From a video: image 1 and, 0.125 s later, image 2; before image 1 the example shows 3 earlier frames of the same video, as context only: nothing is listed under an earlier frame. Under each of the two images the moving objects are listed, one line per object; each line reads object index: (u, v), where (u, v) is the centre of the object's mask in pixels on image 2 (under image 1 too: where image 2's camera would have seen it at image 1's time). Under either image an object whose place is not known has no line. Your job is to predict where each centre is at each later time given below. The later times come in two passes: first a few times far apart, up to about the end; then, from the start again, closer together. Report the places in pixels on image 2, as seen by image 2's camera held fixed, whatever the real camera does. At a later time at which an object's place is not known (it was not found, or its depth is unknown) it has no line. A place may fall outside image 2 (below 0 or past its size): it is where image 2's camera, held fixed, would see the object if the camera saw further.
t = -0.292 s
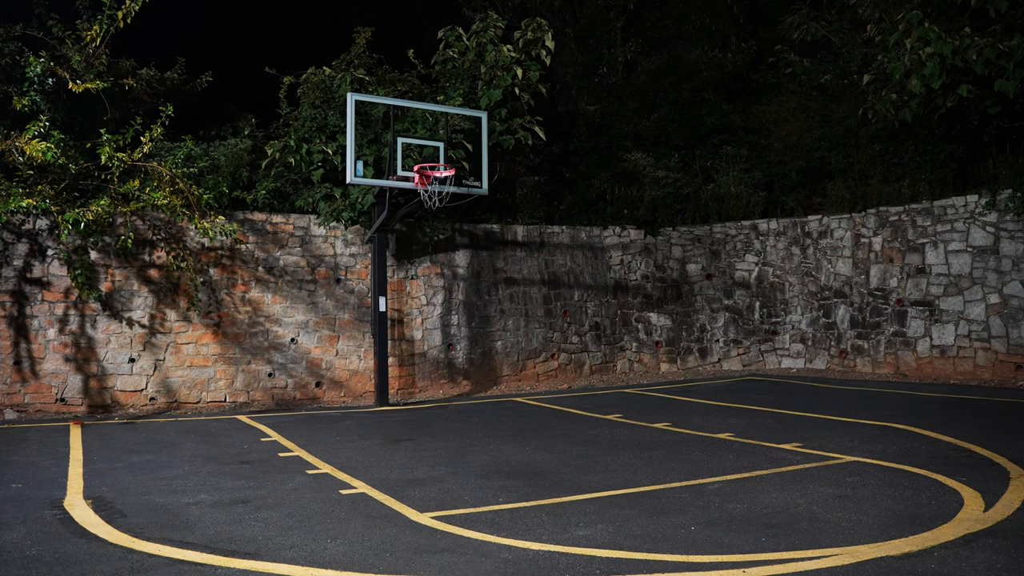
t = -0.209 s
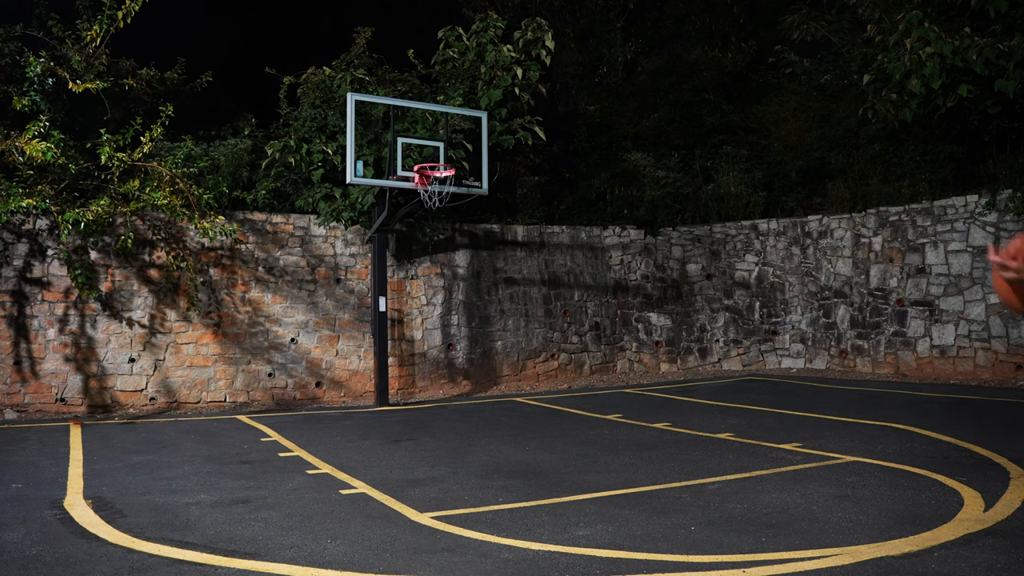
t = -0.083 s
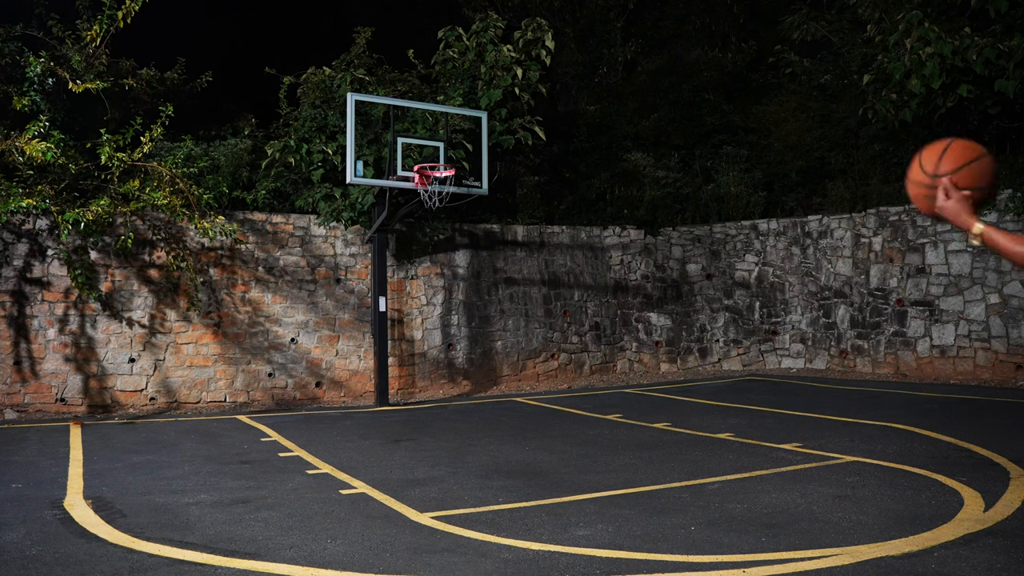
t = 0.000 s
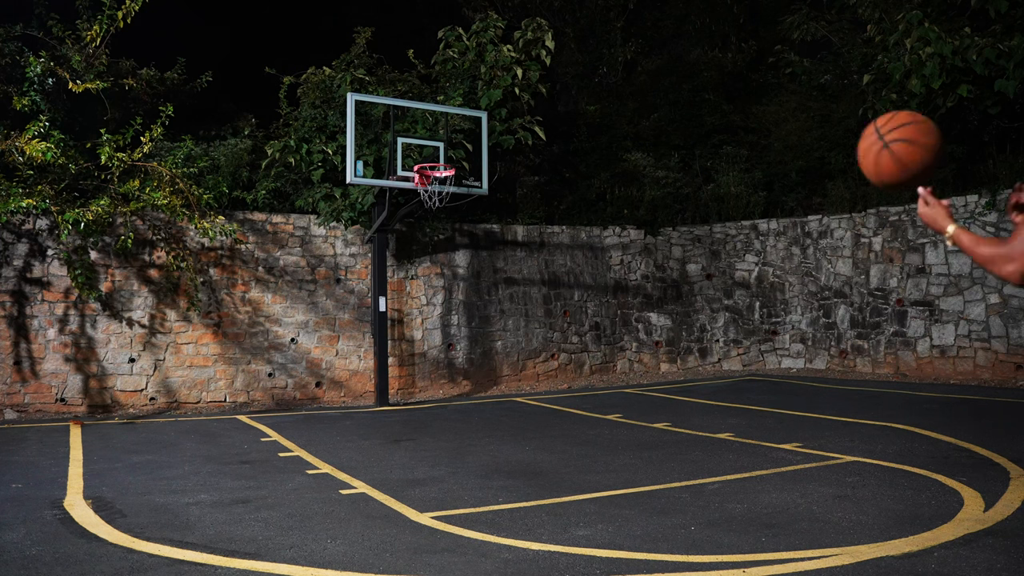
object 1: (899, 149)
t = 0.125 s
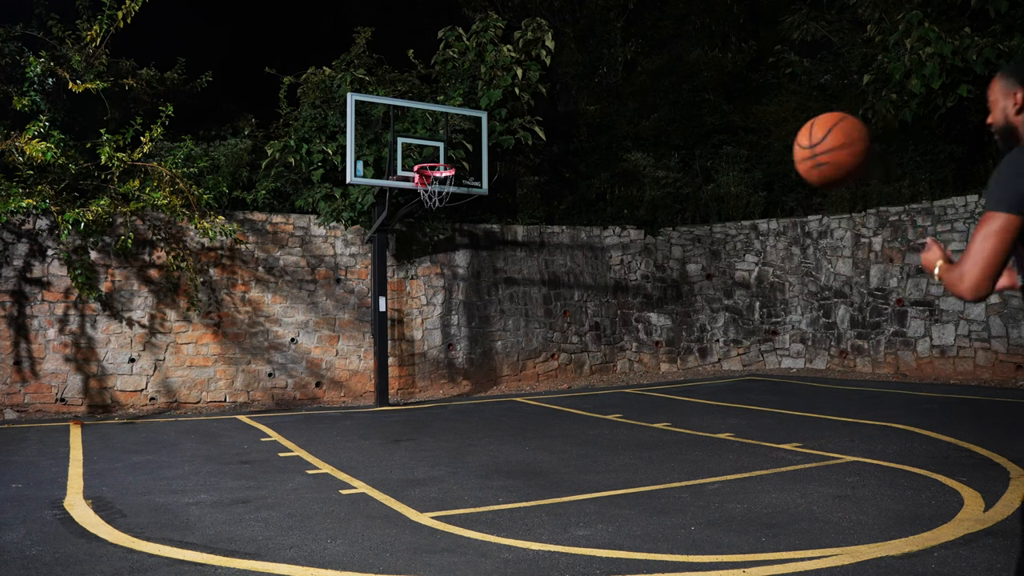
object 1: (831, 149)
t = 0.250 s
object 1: (772, 193)
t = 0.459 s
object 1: (688, 356)
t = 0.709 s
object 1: (622, 551)
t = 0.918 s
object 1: (641, 436)
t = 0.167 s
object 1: (810, 158)
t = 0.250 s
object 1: (772, 193)
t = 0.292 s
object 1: (755, 218)
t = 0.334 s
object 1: (738, 247)
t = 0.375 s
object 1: (721, 278)
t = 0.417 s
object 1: (705, 315)
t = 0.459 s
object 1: (688, 356)
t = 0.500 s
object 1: (673, 400)
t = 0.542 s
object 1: (658, 447)
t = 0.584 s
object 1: (643, 498)
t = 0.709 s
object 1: (622, 551)
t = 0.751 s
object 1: (626, 523)
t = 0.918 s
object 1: (641, 436)
